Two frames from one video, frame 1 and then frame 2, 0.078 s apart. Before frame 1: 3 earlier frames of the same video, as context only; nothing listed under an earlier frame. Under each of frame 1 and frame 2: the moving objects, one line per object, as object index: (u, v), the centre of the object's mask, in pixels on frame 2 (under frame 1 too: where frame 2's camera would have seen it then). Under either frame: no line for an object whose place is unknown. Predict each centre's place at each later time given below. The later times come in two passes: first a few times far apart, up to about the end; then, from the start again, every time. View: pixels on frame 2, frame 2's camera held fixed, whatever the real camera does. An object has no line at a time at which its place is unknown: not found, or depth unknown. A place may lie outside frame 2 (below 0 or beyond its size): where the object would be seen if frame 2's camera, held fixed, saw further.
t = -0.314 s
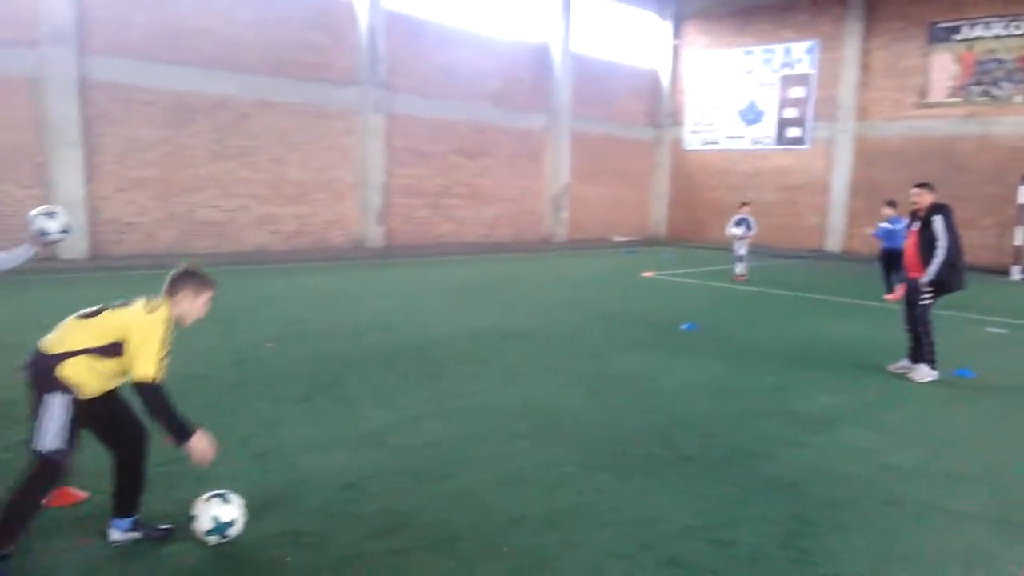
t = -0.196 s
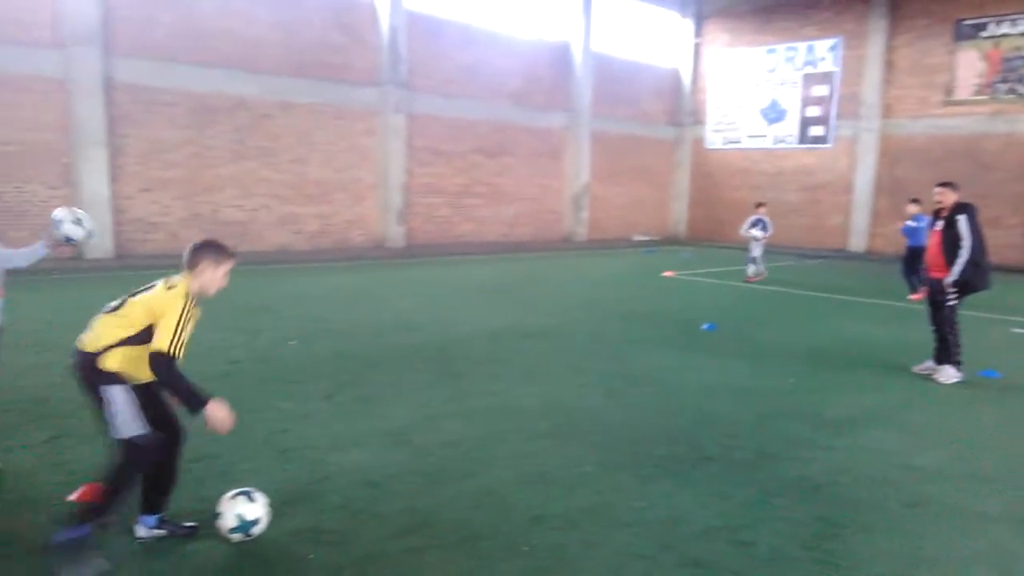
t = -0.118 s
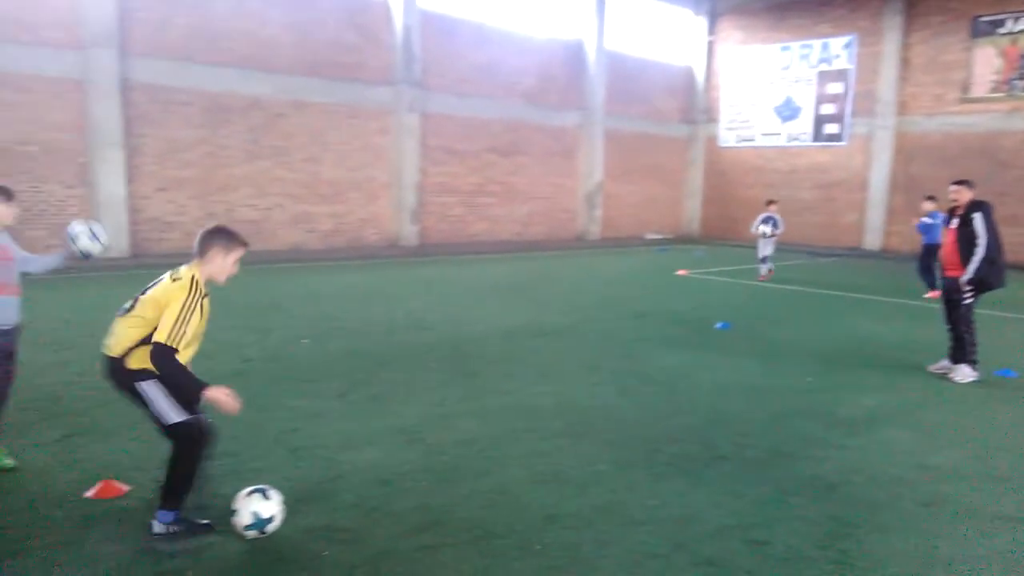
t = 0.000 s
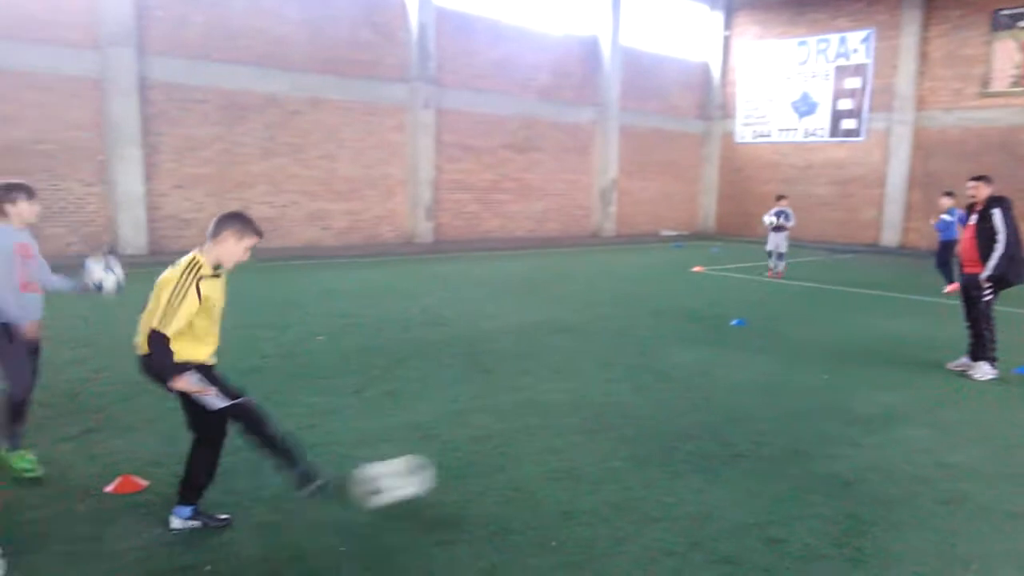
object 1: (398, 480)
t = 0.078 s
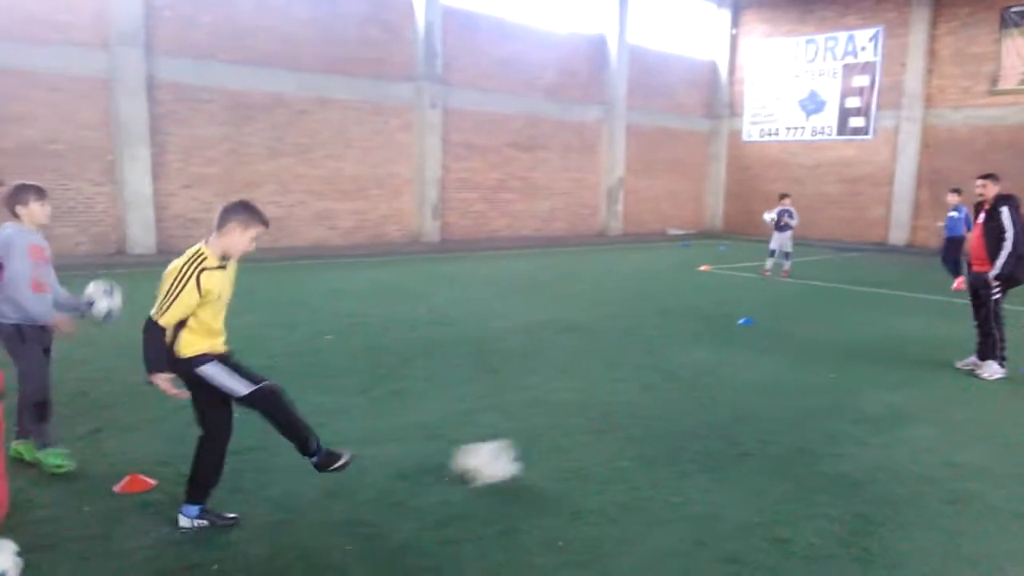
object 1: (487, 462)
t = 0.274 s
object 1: (637, 430)
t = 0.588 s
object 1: (784, 400)
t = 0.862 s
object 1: (878, 380)
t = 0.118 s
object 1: (522, 454)
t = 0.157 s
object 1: (556, 447)
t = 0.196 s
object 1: (586, 442)
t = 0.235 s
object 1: (613, 434)
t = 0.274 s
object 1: (637, 430)
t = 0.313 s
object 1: (659, 425)
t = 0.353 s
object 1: (680, 420)
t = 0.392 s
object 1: (700, 417)
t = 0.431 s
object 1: (718, 412)
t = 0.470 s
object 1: (734, 409)
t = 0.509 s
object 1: (752, 406)
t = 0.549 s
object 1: (769, 402)
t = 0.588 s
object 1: (784, 400)
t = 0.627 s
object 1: (799, 396)
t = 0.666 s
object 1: (813, 393)
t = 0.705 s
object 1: (827, 390)
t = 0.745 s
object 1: (840, 388)
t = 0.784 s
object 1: (853, 385)
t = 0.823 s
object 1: (865, 383)
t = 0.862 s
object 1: (878, 380)
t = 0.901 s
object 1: (889, 377)
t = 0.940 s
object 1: (899, 375)
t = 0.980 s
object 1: (911, 373)
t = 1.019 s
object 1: (922, 369)
